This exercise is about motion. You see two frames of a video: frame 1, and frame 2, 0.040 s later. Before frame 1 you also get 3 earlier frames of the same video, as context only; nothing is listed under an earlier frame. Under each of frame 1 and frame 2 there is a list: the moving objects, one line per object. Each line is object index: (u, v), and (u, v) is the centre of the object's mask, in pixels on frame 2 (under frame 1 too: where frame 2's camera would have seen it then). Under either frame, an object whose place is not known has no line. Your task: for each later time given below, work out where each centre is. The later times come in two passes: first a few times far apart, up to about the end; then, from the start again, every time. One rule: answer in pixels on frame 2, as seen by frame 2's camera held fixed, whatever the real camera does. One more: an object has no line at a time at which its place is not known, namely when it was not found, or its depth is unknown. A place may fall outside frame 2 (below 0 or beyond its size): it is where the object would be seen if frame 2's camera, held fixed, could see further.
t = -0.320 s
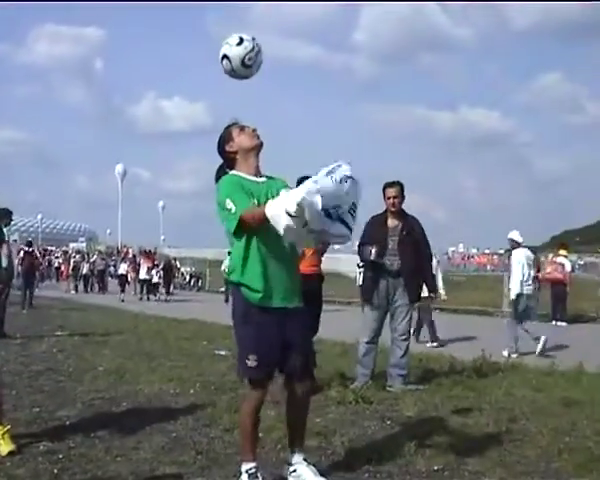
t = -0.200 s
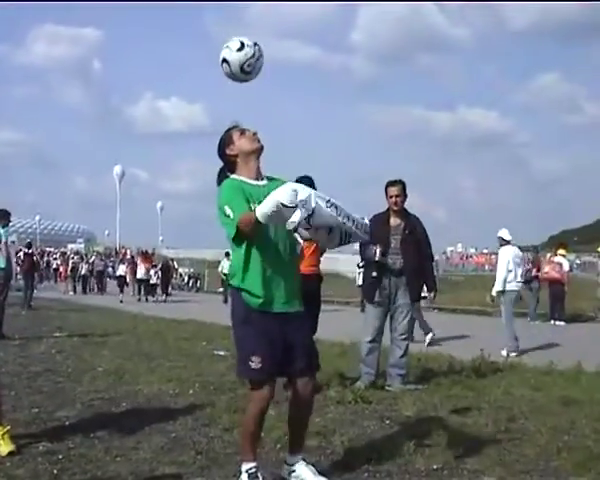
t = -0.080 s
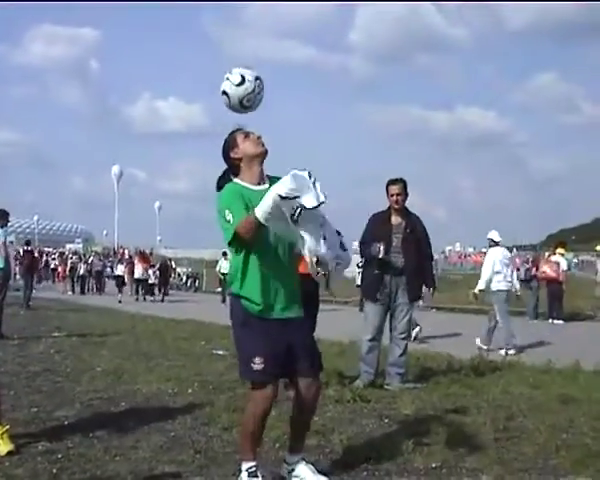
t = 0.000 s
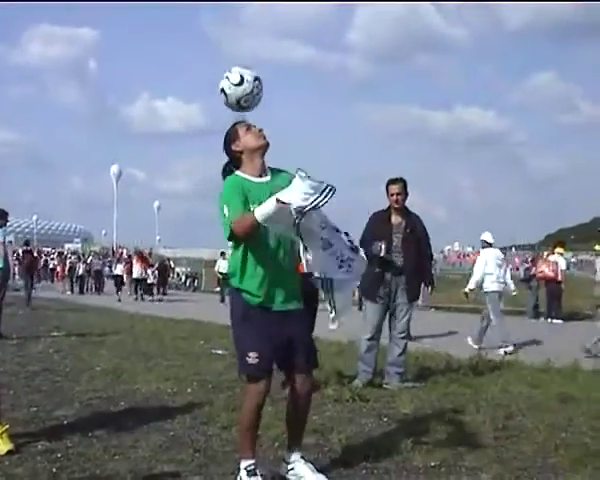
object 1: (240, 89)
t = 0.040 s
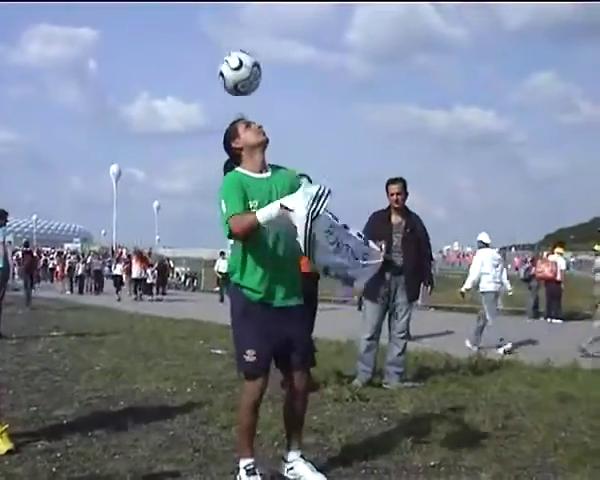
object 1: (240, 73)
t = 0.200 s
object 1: (236, 45)
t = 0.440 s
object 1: (231, 98)
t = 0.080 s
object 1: (239, 61)
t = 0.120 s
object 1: (238, 53)
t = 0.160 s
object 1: (237, 47)
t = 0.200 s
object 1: (236, 45)
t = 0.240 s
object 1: (235, 46)
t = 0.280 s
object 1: (234, 51)
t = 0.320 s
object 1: (233, 58)
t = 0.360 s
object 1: (232, 68)
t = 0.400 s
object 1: (232, 81)
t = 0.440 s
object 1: (231, 98)
